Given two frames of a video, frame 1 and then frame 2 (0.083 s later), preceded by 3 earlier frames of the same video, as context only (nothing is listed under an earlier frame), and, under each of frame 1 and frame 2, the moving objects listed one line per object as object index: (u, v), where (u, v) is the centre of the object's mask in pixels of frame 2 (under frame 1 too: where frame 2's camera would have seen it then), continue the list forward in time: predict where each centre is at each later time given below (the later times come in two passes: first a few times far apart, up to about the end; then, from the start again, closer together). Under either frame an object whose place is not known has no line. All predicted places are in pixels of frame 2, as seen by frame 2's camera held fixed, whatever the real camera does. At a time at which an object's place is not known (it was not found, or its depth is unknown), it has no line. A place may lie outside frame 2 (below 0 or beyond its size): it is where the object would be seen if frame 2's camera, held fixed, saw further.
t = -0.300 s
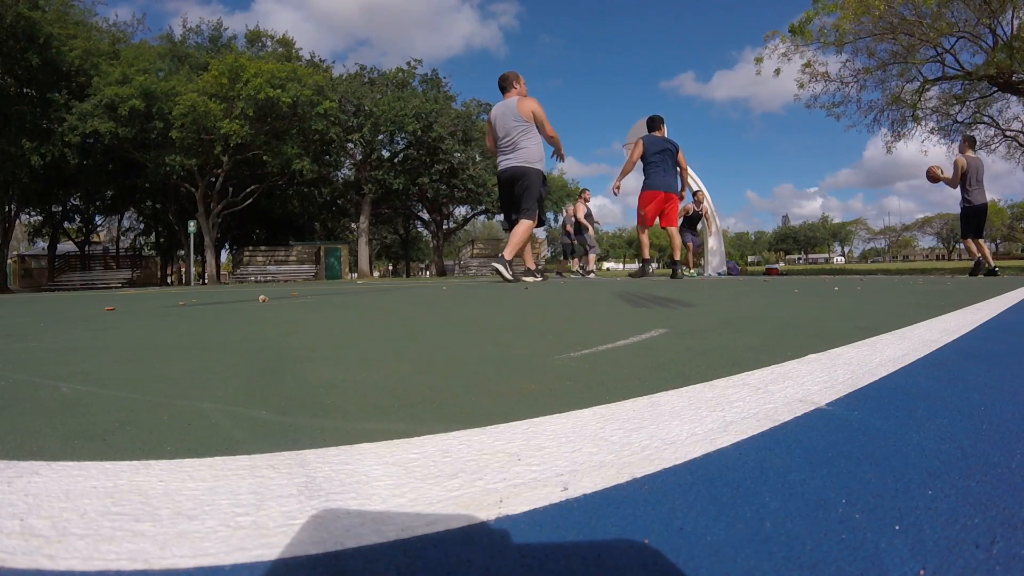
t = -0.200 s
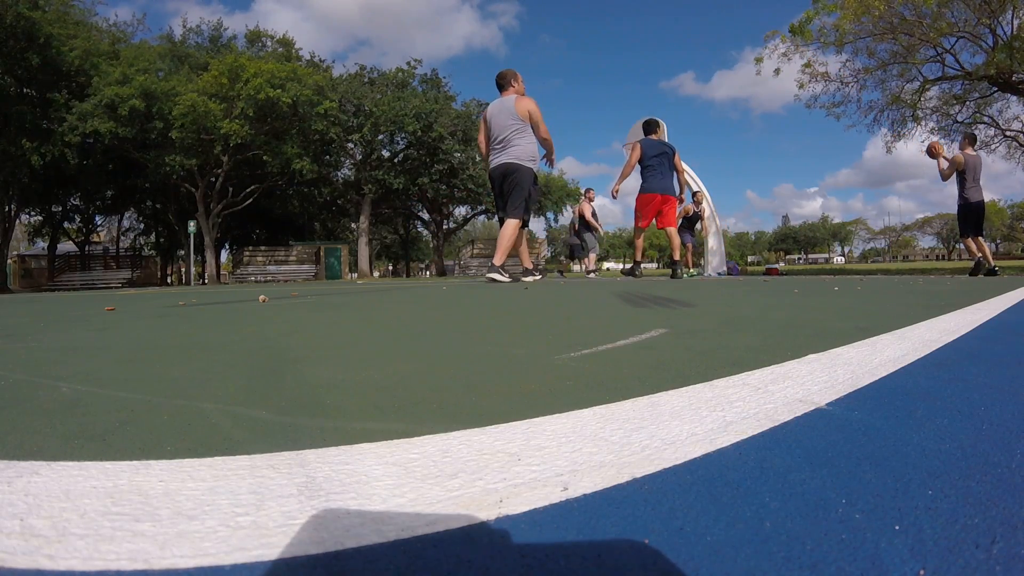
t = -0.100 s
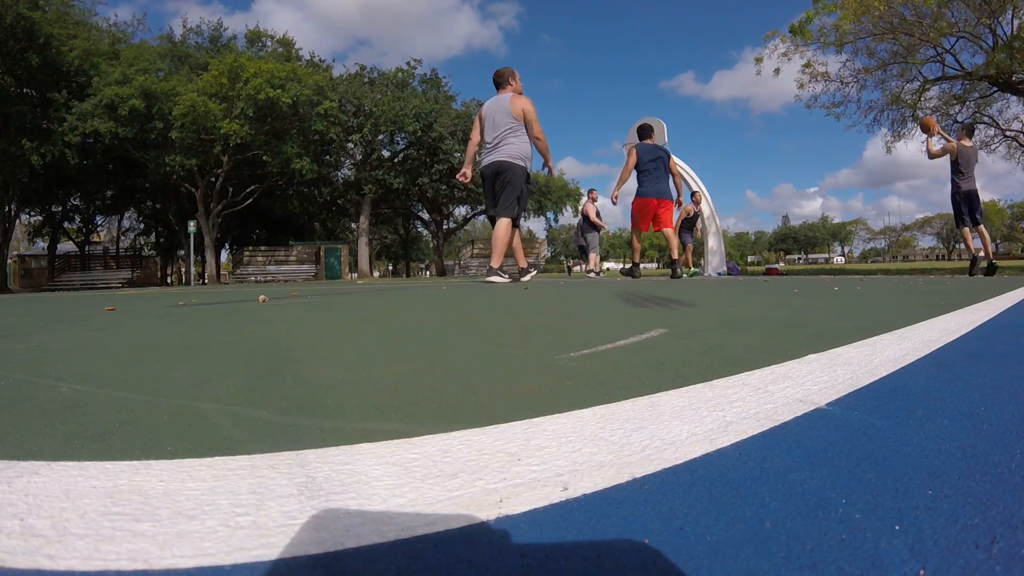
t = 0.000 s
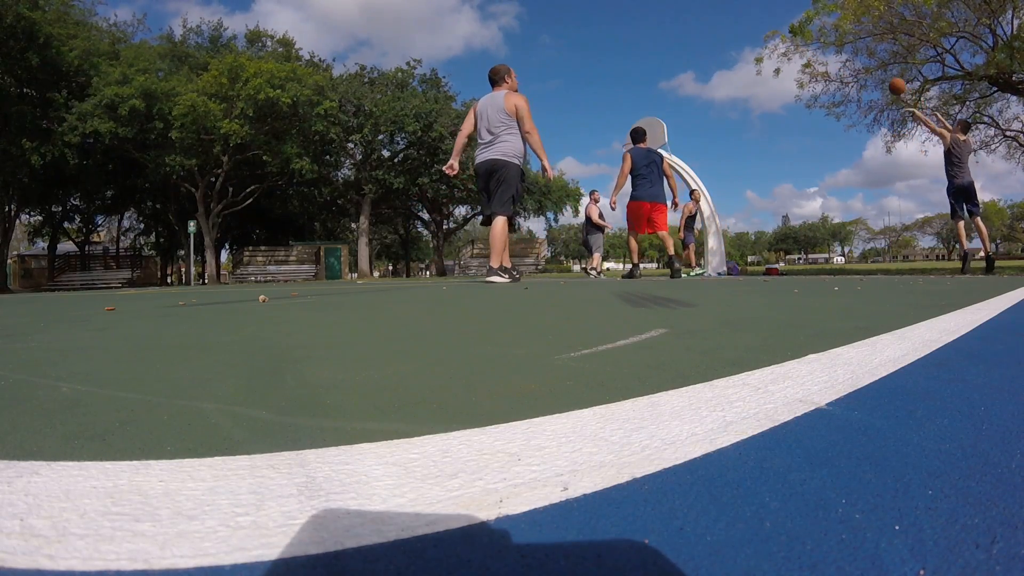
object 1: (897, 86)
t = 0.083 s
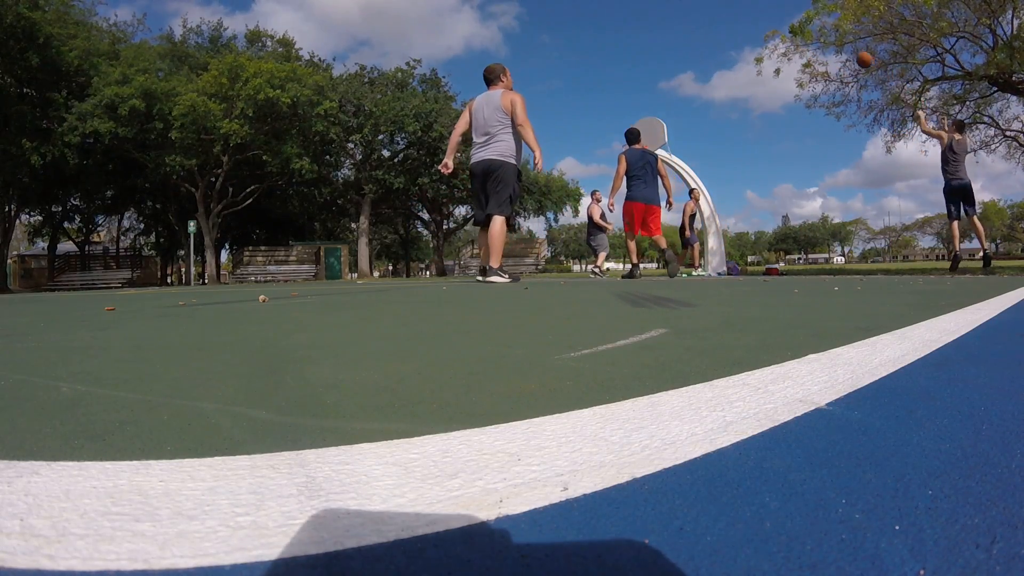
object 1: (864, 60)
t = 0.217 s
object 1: (818, 33)
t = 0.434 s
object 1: (759, 17)
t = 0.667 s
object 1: (711, 27)
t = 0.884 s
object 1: (677, 56)
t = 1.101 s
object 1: (648, 100)
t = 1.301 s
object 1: (625, 149)
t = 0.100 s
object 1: (858, 55)
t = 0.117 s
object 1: (852, 51)
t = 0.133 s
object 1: (846, 48)
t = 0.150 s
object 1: (840, 44)
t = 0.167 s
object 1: (835, 41)
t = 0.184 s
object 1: (829, 38)
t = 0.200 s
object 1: (824, 35)
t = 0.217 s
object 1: (818, 33)
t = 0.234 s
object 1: (813, 30)
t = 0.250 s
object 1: (808, 28)
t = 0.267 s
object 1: (803, 26)
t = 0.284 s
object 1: (799, 24)
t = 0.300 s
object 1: (794, 23)
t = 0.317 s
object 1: (789, 22)
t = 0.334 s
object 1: (784, 21)
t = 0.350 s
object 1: (780, 20)
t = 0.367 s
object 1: (776, 19)
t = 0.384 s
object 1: (771, 18)
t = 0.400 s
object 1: (767, 18)
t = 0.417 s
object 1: (763, 17)
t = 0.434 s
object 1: (759, 17)
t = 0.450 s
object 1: (755, 17)
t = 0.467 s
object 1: (751, 17)
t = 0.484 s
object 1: (748, 17)
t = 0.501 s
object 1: (744, 18)
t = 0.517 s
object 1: (740, 18)
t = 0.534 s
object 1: (737, 19)
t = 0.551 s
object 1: (733, 19)
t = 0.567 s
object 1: (730, 20)
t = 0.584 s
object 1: (727, 21)
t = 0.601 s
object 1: (724, 22)
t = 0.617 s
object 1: (720, 23)
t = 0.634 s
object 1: (717, 25)
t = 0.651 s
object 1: (714, 26)
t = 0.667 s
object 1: (711, 27)
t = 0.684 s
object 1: (708, 29)
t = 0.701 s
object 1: (705, 31)
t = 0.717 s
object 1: (702, 33)
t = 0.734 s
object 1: (700, 35)
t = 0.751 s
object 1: (697, 37)
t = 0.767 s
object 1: (694, 39)
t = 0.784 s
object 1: (692, 41)
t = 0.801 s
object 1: (689, 43)
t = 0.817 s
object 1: (686, 46)
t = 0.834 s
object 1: (684, 48)
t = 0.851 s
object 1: (681, 51)
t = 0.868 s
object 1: (679, 54)
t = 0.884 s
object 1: (677, 56)
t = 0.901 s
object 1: (674, 59)
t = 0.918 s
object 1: (672, 62)
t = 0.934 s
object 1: (670, 65)
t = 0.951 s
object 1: (667, 68)
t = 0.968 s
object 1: (665, 71)
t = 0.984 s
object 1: (663, 74)
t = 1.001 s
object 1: (661, 78)
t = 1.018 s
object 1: (659, 82)
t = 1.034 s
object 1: (656, 85)
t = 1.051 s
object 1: (654, 89)
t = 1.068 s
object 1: (652, 92)
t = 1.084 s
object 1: (650, 96)
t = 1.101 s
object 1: (648, 100)
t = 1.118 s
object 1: (646, 104)
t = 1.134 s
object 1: (644, 108)
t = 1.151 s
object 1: (642, 112)
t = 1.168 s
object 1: (641, 116)
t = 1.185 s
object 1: (638, 121)
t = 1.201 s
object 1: (637, 125)
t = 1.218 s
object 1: (635, 129)
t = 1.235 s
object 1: (633, 134)
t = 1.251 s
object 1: (631, 138)
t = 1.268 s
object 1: (629, 143)
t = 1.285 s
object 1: (627, 145)
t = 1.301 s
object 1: (625, 149)
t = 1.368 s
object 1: (619, 162)
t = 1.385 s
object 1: (617, 166)
